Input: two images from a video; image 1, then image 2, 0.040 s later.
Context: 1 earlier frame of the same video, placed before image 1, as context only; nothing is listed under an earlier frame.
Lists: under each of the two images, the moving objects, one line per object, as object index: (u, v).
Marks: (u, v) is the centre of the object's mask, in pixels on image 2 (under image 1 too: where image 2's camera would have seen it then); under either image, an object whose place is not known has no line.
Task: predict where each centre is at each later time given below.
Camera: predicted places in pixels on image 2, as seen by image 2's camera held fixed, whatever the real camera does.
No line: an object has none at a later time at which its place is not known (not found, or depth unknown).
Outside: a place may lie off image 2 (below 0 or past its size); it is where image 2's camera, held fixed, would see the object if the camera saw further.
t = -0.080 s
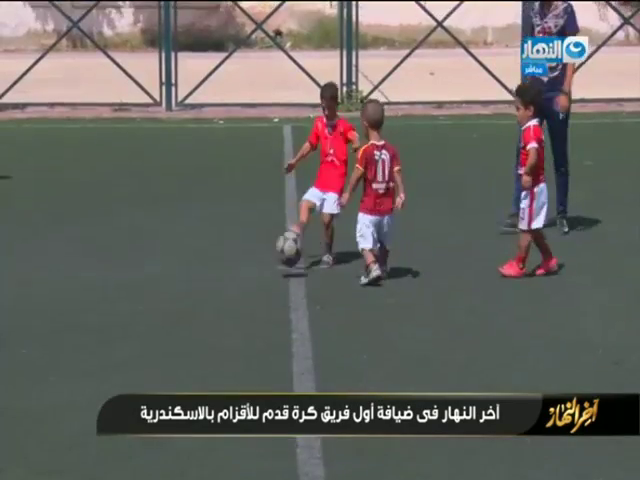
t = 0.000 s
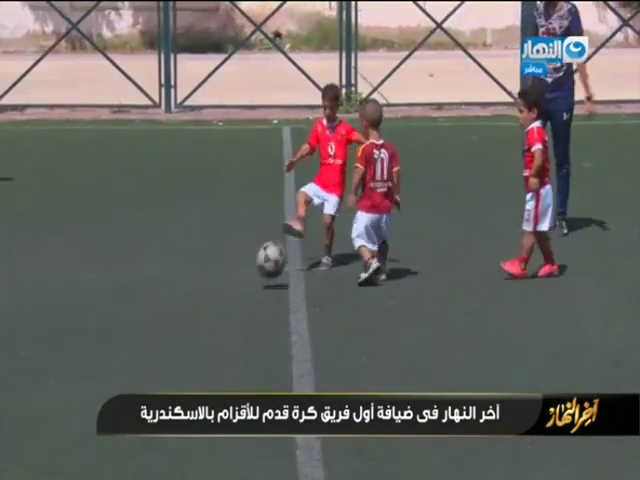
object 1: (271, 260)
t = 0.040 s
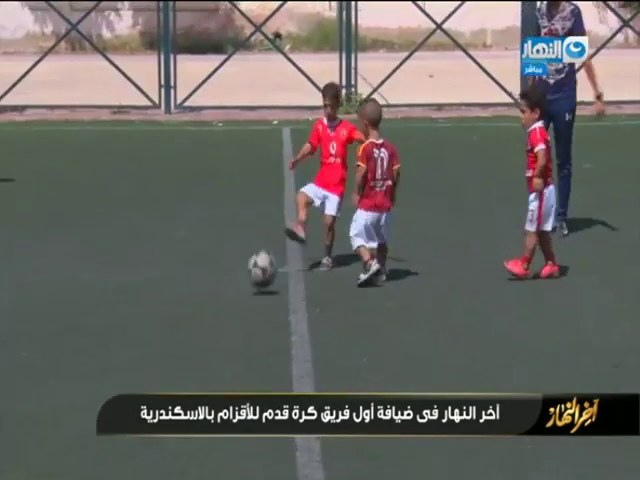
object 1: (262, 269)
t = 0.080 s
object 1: (253, 279)
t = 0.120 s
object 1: (247, 282)
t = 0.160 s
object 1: (241, 282)
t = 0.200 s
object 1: (234, 286)
